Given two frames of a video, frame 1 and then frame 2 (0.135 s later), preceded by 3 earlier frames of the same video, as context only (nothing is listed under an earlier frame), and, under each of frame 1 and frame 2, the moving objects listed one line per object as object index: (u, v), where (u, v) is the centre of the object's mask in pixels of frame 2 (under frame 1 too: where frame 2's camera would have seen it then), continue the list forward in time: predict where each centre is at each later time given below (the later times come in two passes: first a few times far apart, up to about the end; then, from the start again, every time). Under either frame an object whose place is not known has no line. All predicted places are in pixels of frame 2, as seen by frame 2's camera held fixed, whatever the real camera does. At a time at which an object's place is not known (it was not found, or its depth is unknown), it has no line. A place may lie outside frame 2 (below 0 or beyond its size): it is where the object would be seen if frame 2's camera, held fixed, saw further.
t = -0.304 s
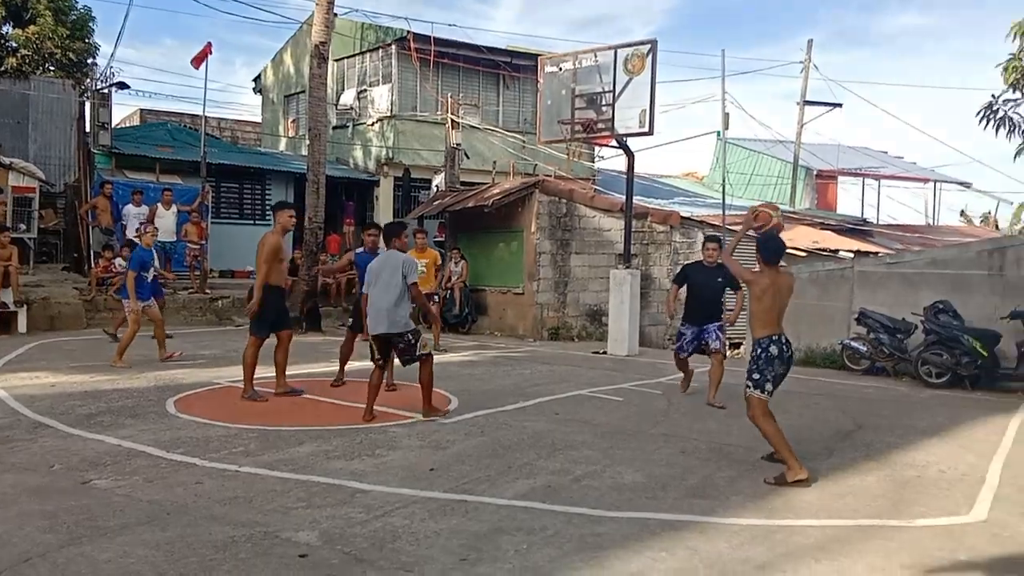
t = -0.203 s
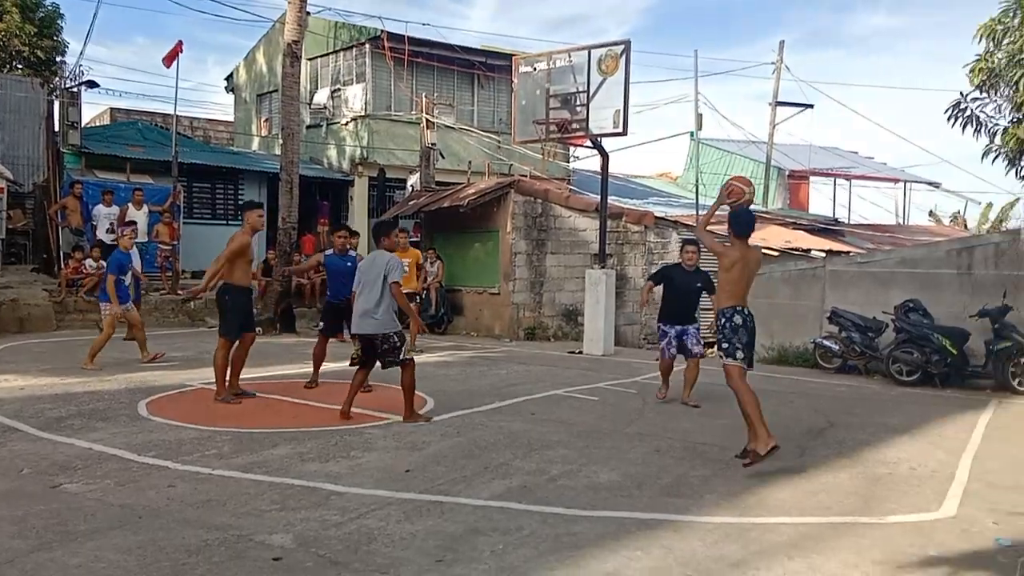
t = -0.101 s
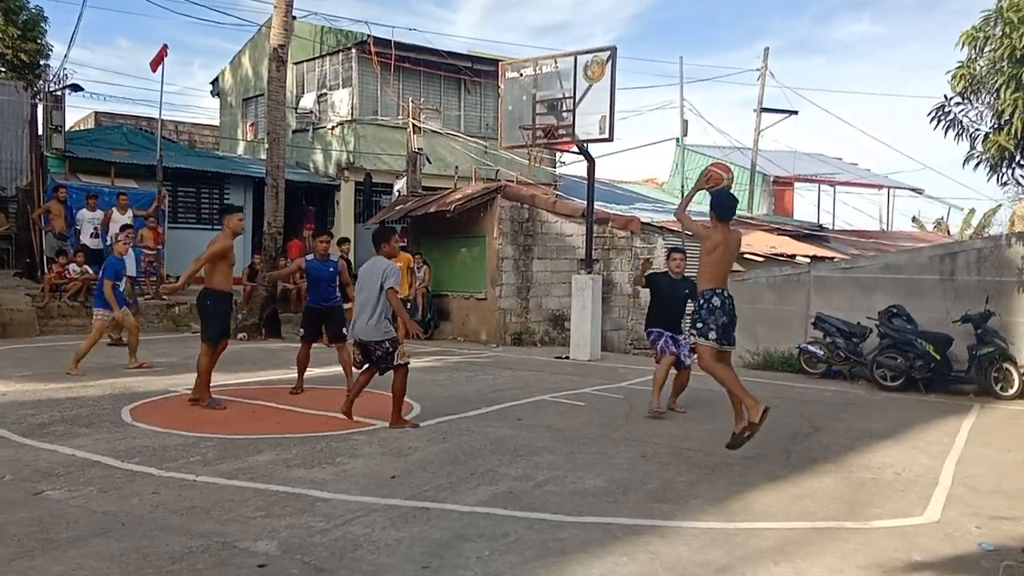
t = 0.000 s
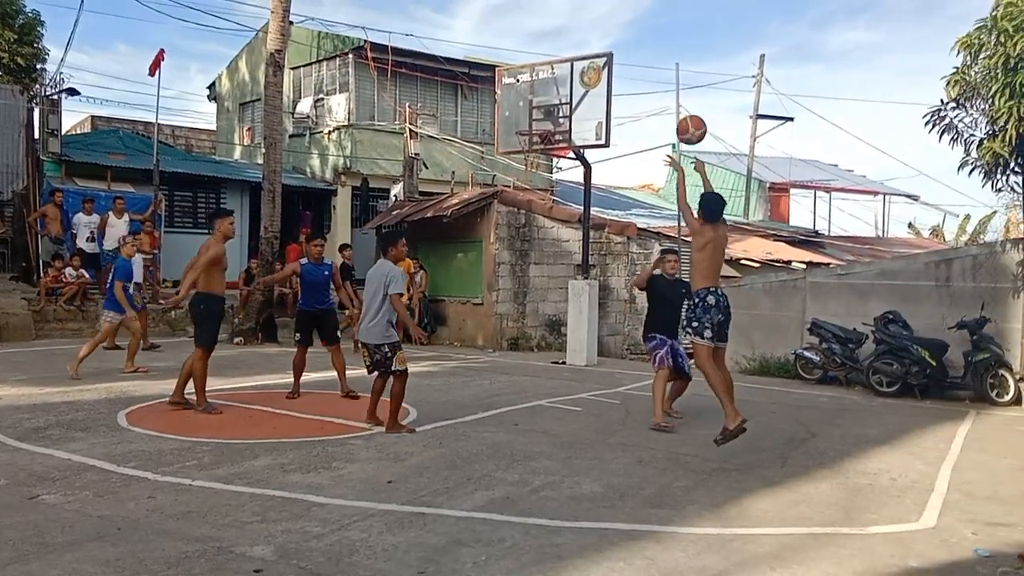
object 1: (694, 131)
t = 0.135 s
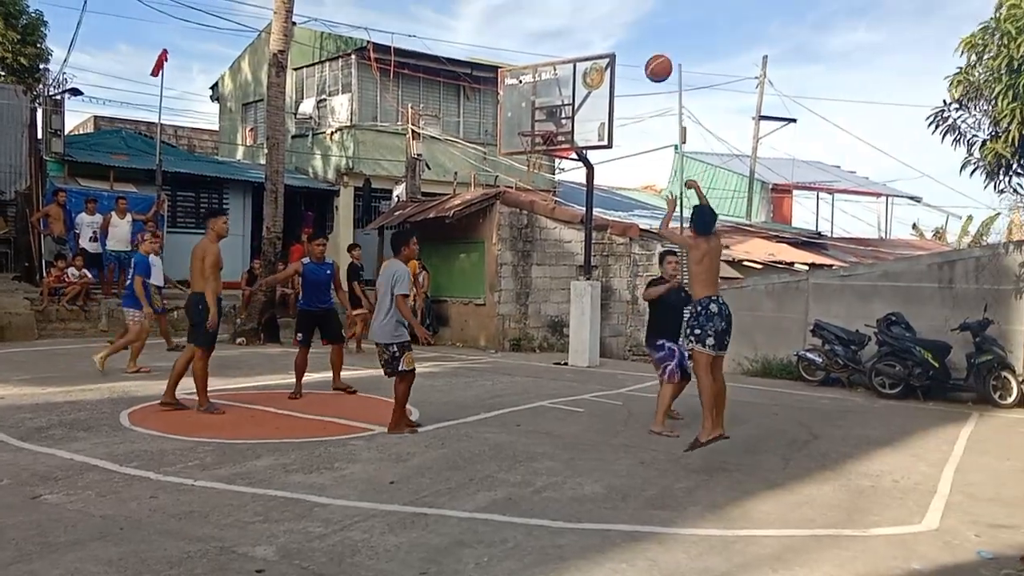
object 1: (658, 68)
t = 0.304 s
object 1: (622, 29)
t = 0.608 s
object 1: (570, 36)
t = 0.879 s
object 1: (534, 98)
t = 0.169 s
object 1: (650, 57)
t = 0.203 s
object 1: (643, 48)
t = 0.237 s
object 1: (635, 40)
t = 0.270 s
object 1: (628, 34)
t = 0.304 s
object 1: (622, 29)
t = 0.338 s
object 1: (615, 26)
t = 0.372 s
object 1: (609, 23)
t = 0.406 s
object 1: (603, 22)
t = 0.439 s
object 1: (597, 22)
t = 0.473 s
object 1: (591, 23)
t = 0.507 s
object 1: (586, 24)
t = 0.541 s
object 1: (581, 27)
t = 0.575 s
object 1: (575, 31)
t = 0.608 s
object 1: (570, 36)
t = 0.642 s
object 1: (565, 41)
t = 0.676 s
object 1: (560, 47)
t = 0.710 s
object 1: (556, 54)
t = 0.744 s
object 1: (551, 62)
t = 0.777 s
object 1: (547, 71)
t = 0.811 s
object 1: (543, 79)
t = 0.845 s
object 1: (538, 89)
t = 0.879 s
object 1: (534, 98)
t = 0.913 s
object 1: (530, 109)
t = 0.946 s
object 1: (525, 120)
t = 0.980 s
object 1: (522, 127)
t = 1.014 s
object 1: (519, 130)
